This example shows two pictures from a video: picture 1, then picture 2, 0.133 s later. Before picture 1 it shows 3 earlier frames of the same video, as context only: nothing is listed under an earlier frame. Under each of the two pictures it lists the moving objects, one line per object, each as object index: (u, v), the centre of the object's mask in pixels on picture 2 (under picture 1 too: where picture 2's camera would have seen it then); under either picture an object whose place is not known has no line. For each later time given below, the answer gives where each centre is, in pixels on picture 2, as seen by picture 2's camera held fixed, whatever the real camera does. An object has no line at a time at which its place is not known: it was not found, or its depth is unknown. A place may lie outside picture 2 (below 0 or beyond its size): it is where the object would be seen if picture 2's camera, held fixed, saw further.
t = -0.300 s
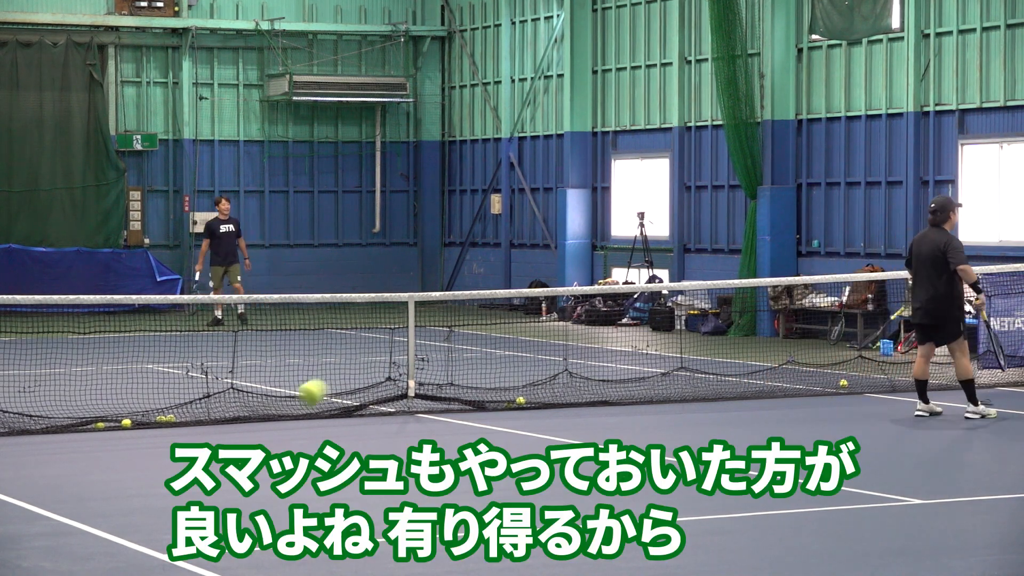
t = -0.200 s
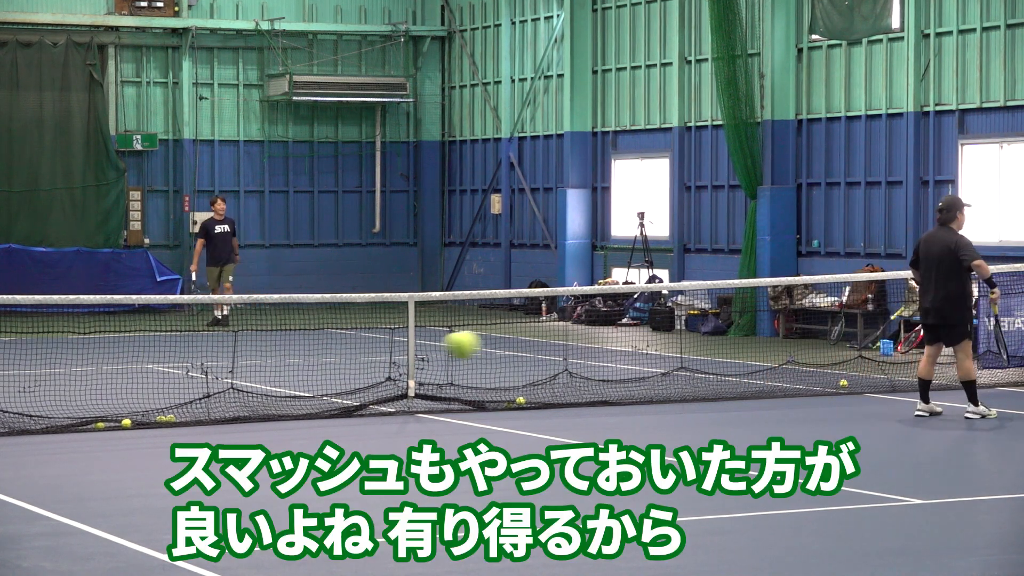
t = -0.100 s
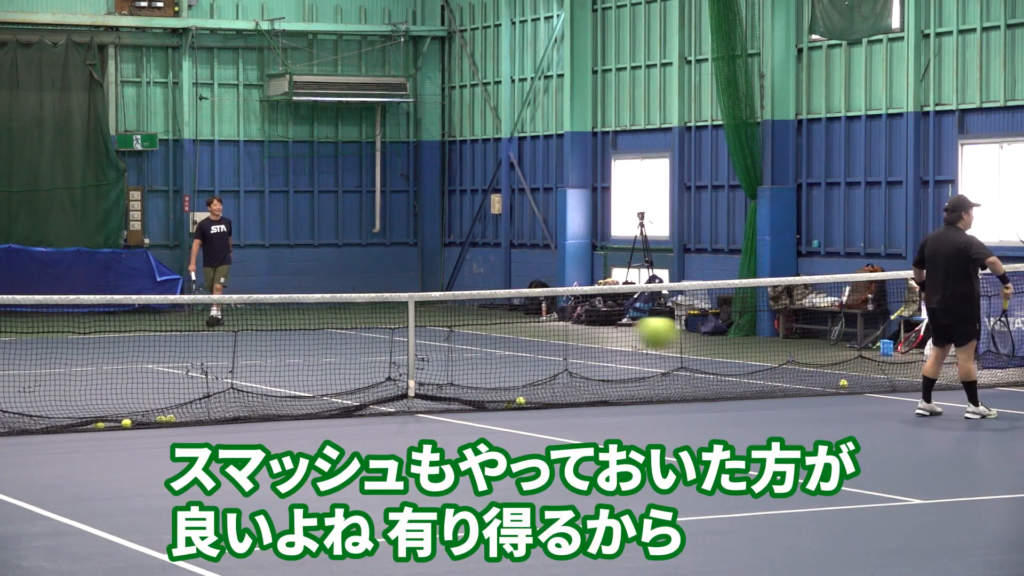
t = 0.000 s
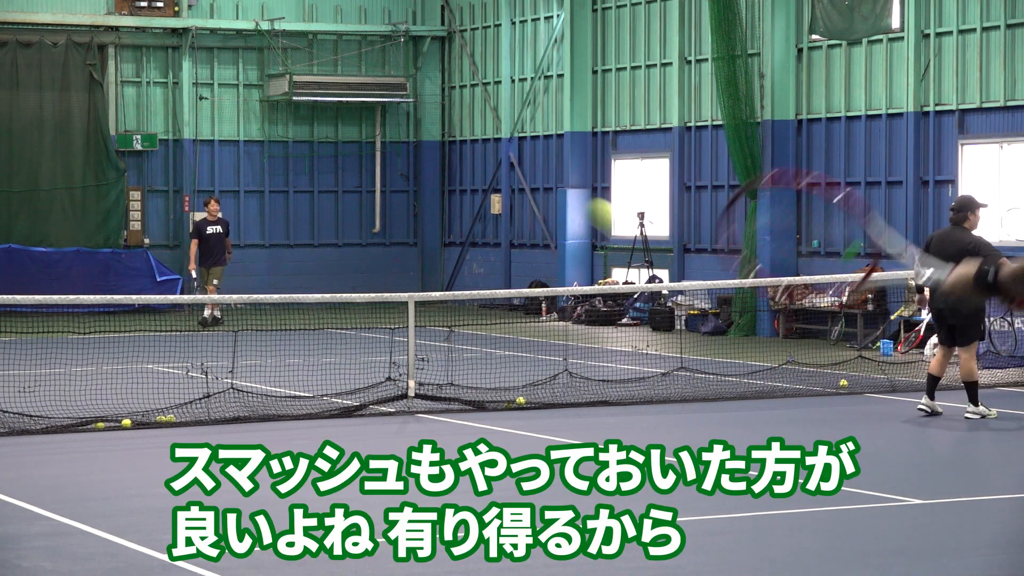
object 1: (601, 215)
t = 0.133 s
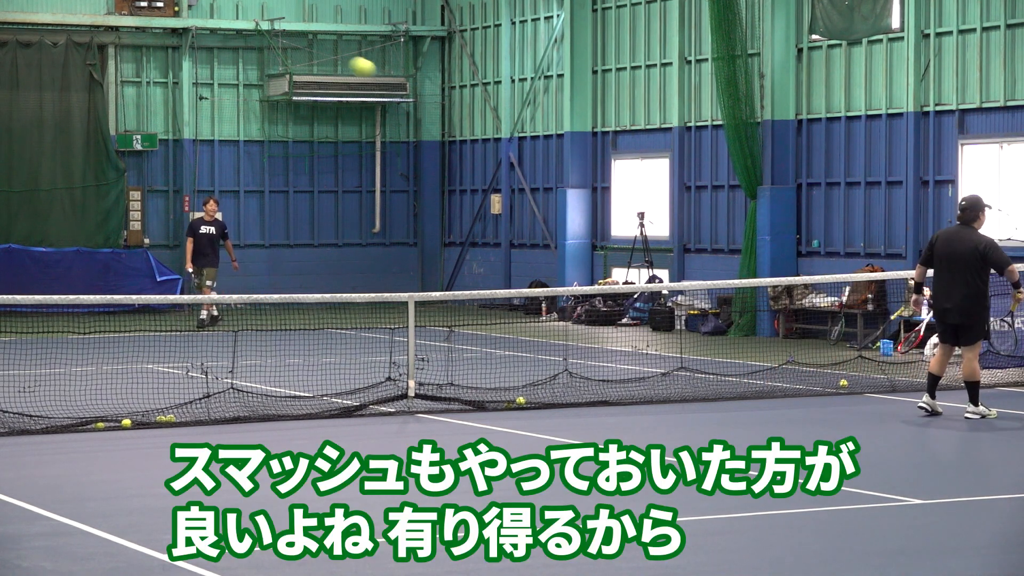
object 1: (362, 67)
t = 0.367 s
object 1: (198, 29)
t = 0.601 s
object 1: (124, 76)
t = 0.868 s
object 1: (77, 169)
